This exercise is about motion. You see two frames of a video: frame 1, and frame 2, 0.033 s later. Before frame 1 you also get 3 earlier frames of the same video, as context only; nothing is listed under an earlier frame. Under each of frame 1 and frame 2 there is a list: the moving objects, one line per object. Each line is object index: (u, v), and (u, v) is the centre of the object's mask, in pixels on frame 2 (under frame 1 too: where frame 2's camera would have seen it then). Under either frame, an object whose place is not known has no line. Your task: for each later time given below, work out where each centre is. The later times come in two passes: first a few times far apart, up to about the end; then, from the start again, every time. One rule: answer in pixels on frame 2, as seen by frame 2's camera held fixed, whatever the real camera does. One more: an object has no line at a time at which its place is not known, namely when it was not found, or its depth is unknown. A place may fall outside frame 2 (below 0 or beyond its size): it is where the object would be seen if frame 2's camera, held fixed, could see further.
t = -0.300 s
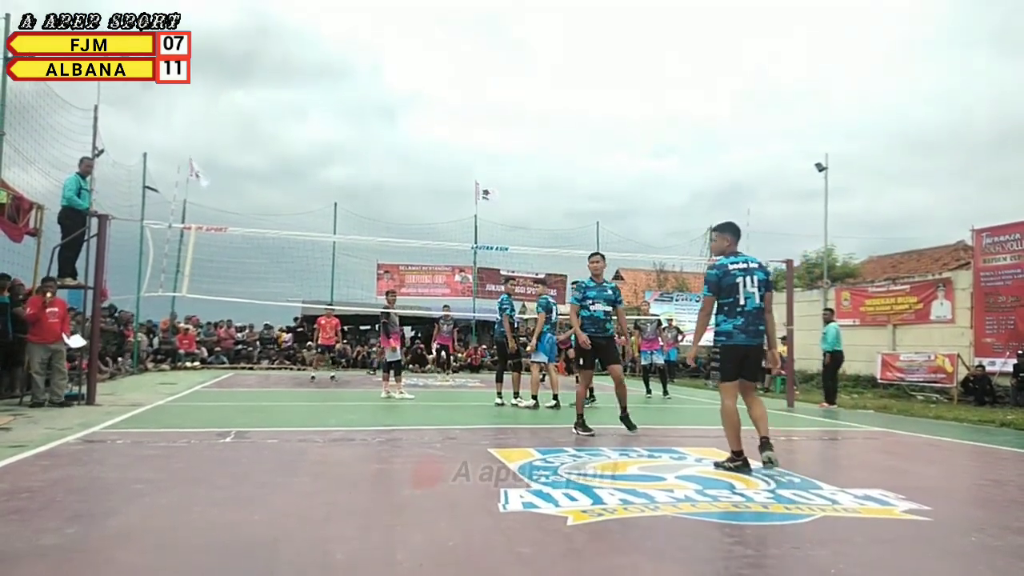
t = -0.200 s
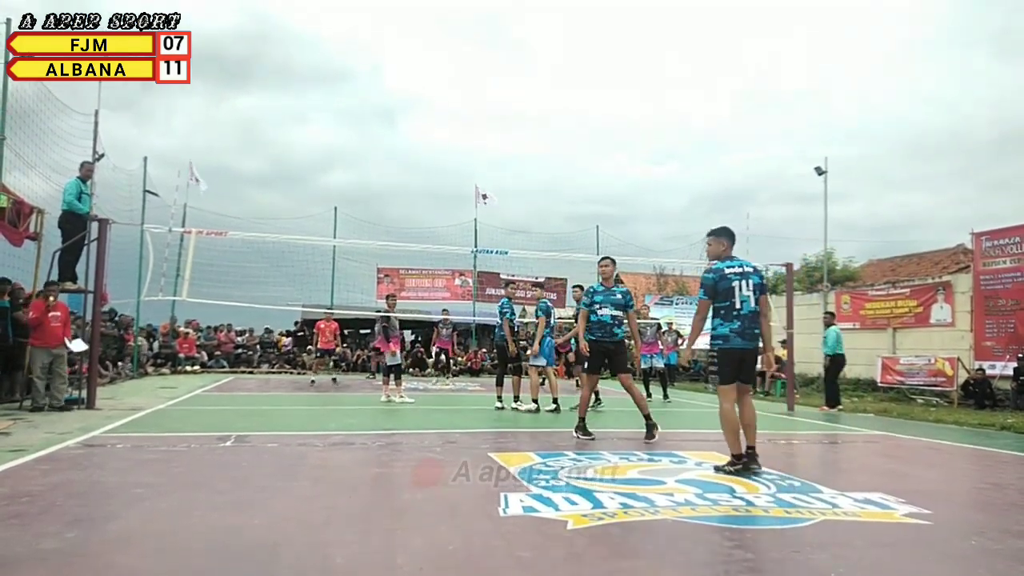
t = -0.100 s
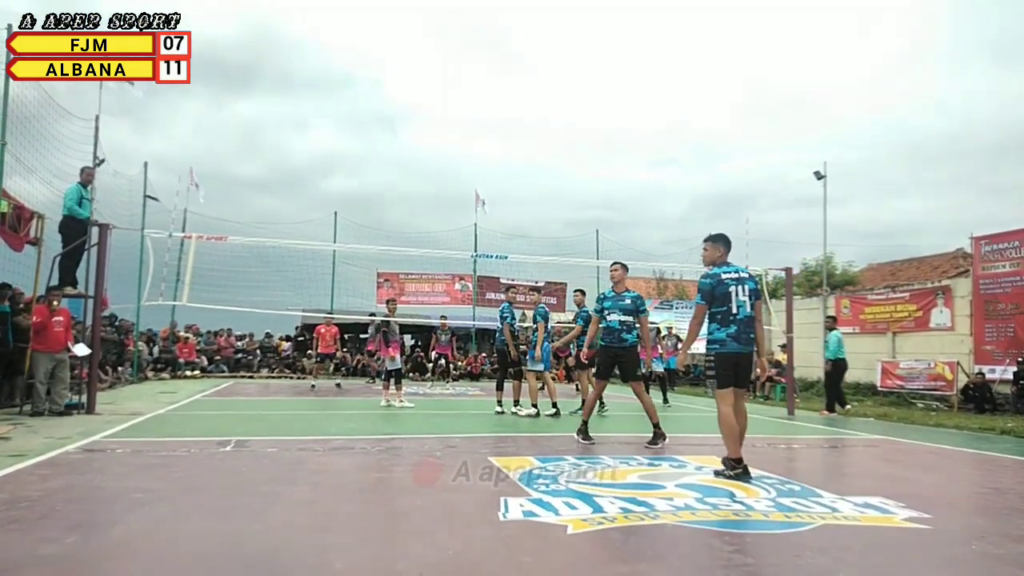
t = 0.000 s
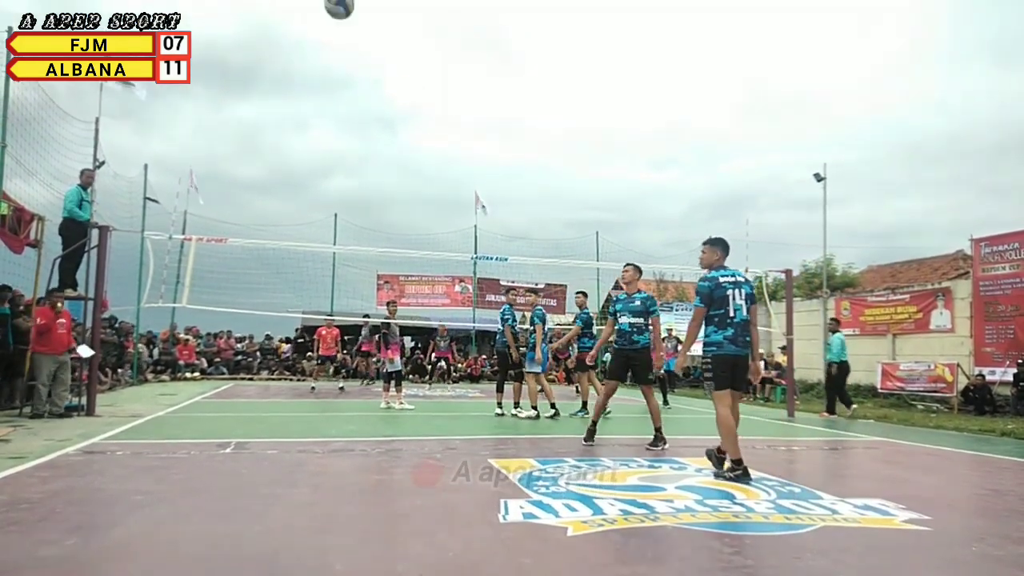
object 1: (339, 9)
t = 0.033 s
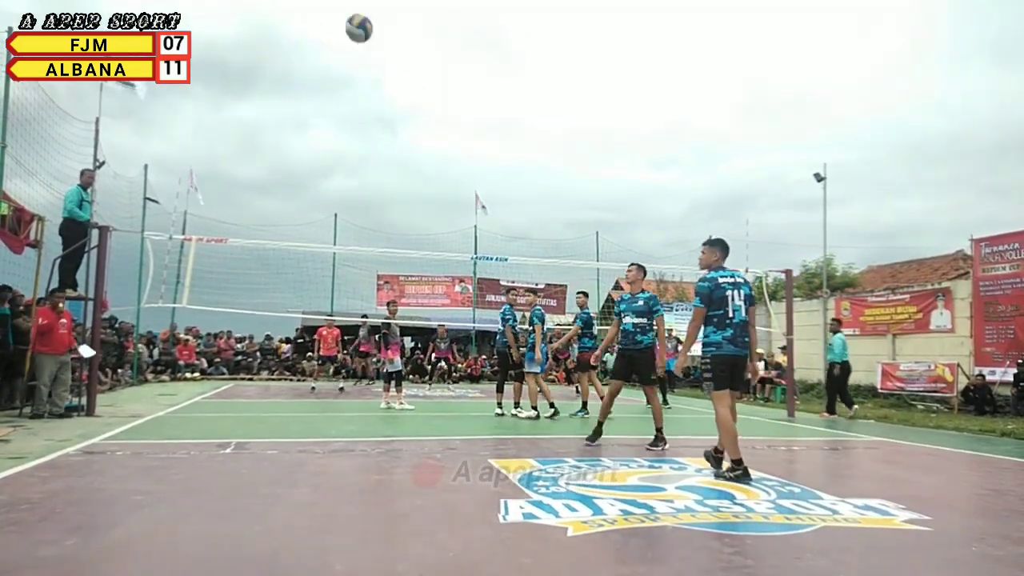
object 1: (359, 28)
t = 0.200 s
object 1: (419, 122)
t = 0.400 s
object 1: (454, 205)
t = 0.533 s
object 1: (469, 251)
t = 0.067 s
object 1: (375, 50)
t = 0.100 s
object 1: (389, 70)
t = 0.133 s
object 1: (400, 88)
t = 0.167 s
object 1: (410, 106)
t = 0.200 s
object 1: (419, 122)
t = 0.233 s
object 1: (427, 138)
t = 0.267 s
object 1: (434, 153)
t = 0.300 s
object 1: (440, 166)
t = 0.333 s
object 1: (445, 180)
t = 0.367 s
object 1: (450, 193)
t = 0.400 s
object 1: (454, 205)
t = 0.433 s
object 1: (459, 217)
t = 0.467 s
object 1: (462, 229)
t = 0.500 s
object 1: (465, 240)
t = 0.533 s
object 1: (469, 251)
